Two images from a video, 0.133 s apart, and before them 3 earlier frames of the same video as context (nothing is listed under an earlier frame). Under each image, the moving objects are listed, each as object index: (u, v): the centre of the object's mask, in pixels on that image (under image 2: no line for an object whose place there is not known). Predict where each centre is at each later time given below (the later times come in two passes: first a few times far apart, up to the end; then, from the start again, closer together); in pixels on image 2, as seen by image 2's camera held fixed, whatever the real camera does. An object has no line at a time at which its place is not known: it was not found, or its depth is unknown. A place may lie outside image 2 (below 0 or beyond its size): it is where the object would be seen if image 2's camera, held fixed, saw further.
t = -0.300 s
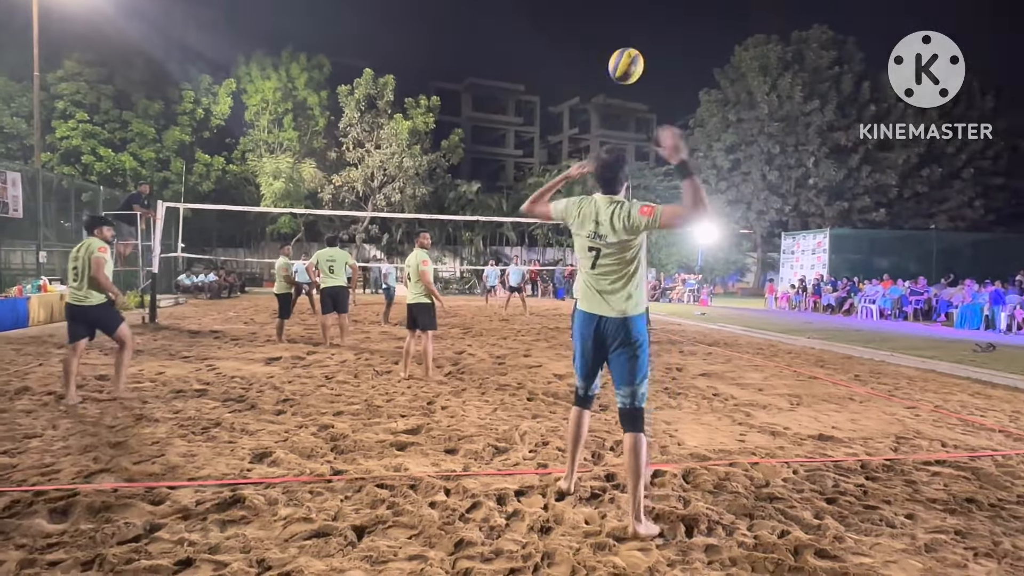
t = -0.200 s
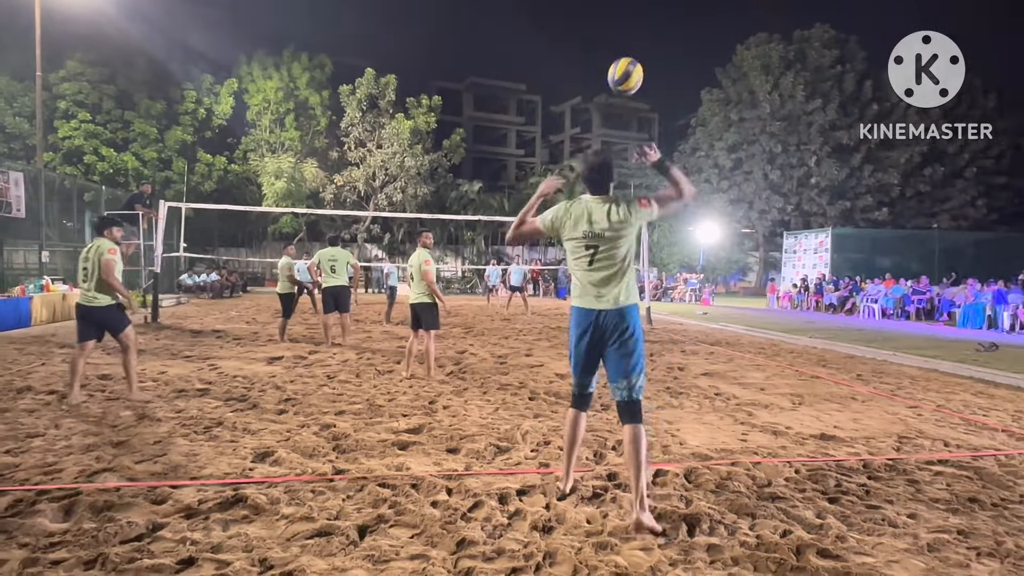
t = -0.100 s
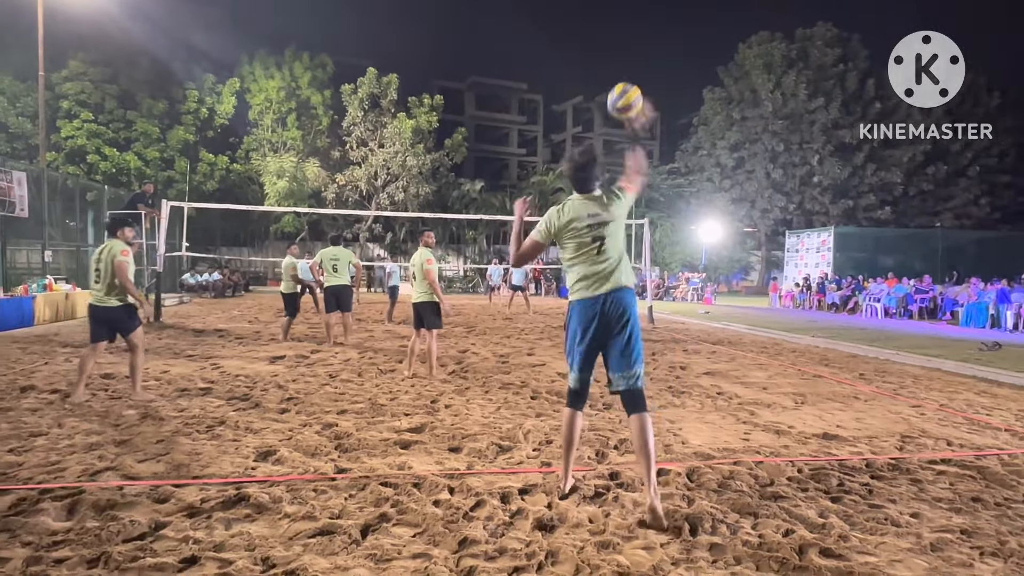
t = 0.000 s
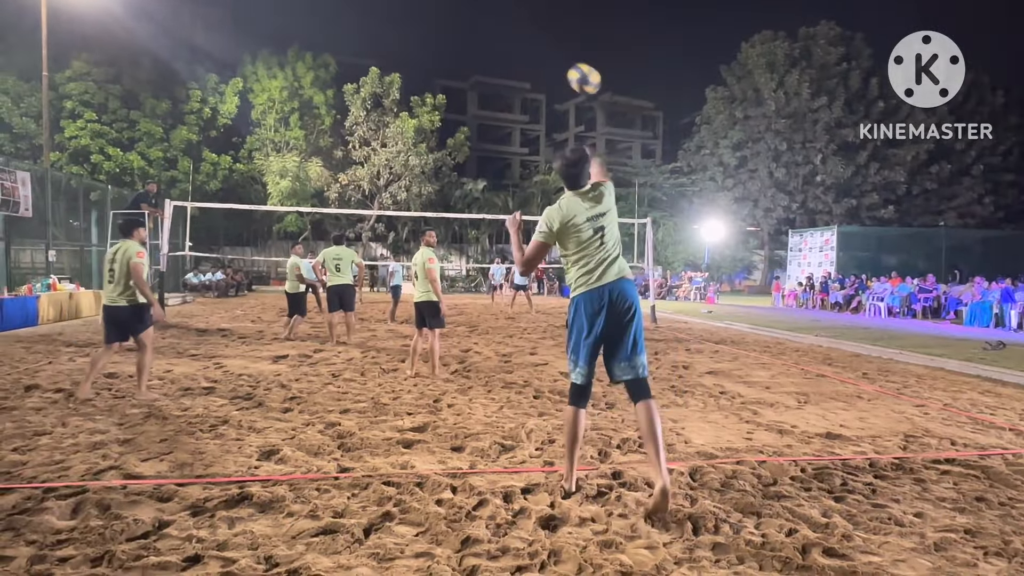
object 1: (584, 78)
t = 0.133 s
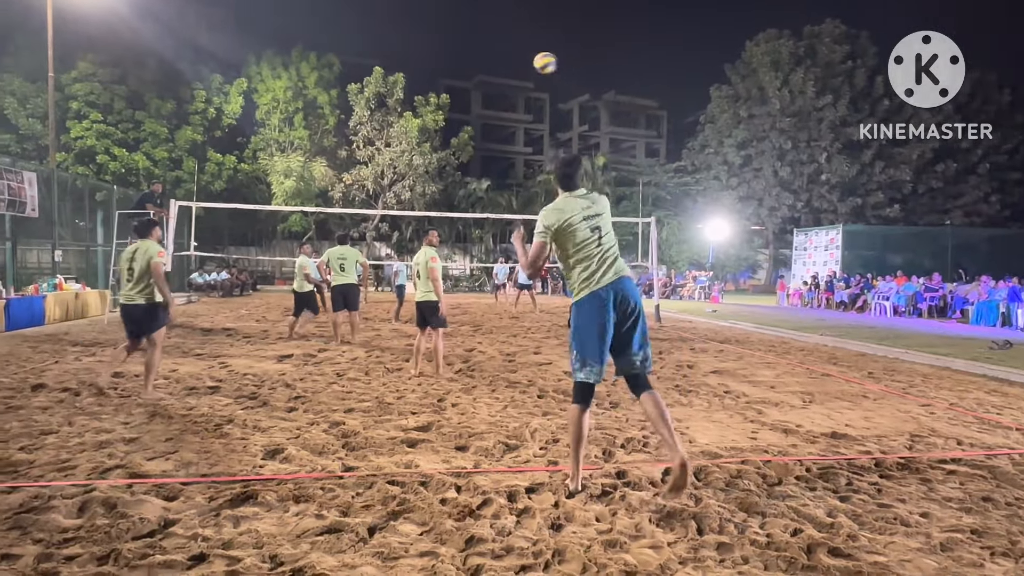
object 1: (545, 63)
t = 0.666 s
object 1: (476, 129)
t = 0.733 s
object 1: (471, 141)
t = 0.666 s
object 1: (476, 129)
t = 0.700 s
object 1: (473, 135)
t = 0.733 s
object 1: (471, 141)
